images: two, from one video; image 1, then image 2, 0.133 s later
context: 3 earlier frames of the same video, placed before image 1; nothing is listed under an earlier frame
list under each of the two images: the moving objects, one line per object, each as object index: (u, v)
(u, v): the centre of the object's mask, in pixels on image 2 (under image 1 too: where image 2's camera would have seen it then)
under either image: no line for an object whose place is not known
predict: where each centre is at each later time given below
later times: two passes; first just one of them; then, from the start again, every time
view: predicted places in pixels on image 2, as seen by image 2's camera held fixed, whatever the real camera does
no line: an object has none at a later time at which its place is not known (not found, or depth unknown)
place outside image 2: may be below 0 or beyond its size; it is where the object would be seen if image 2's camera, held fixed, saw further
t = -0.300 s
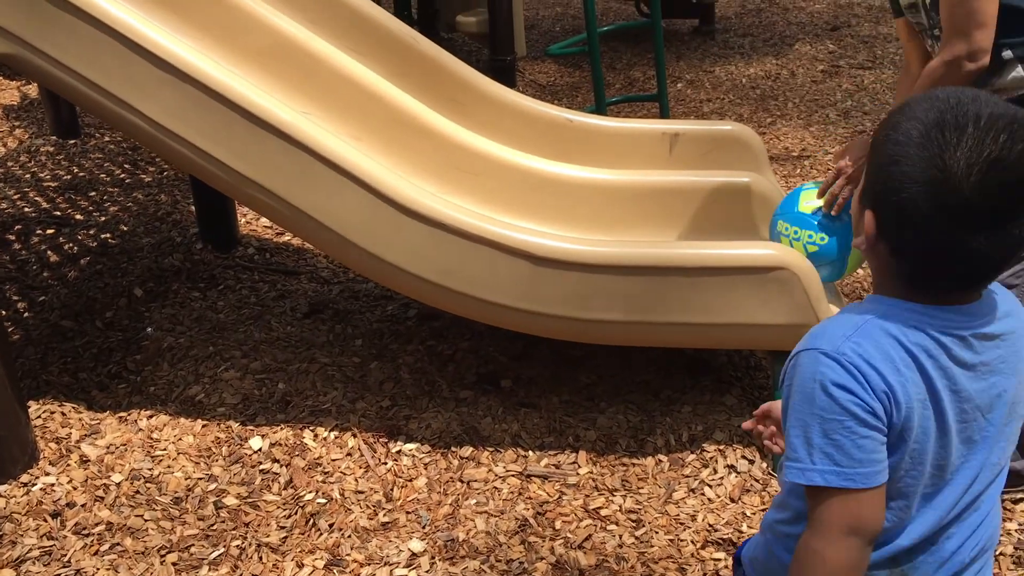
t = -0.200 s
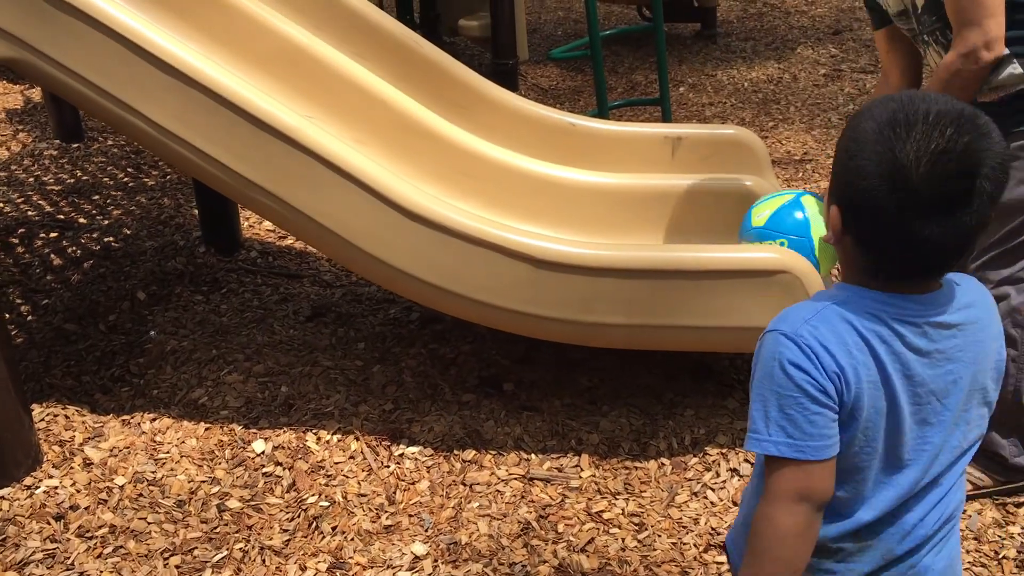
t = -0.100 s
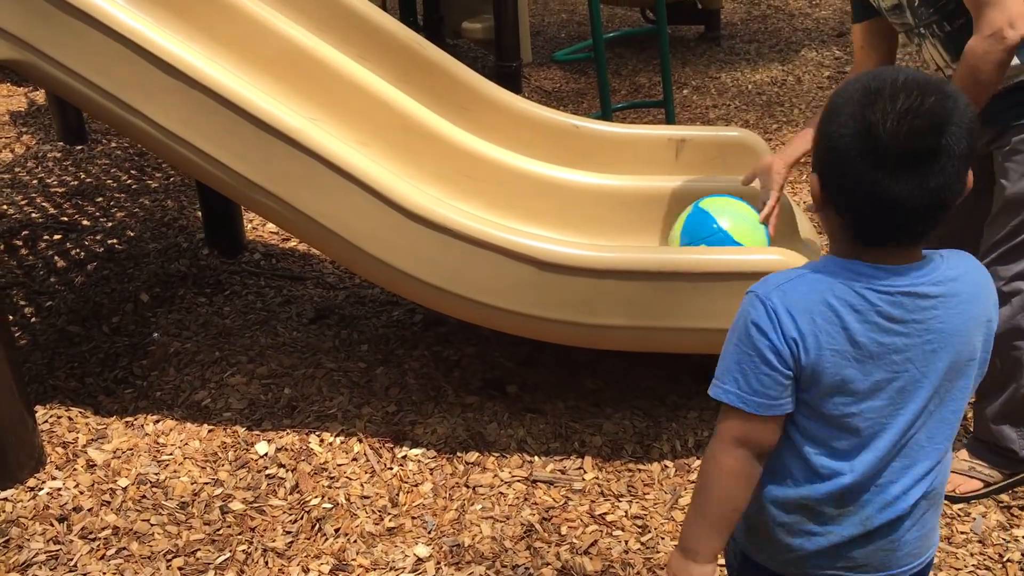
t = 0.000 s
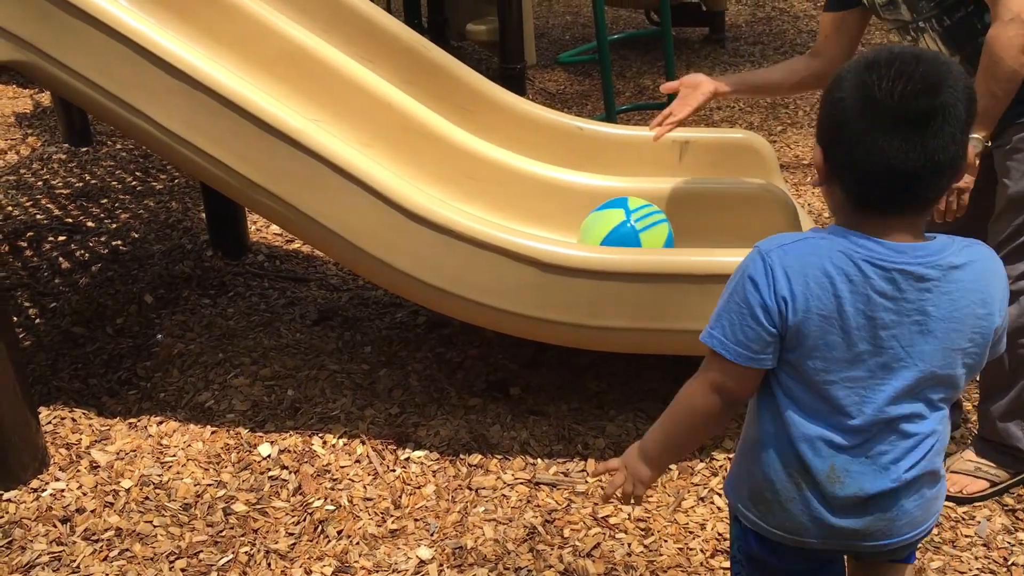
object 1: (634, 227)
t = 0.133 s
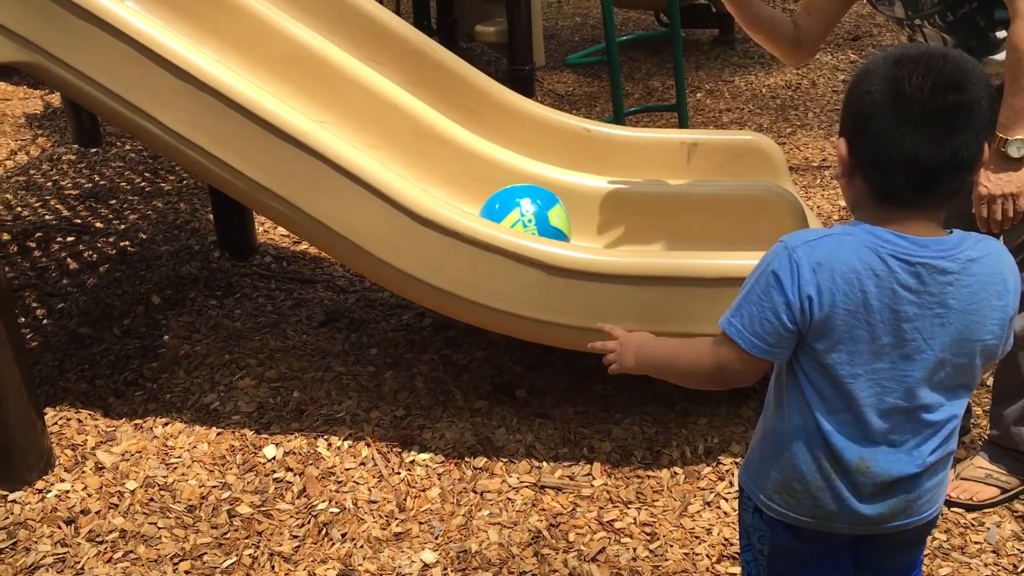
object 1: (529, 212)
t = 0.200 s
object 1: (486, 194)
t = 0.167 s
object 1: (507, 202)
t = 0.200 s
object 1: (486, 194)
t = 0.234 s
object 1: (467, 187)
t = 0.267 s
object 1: (450, 178)
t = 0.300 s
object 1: (432, 168)
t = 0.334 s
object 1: (417, 161)
